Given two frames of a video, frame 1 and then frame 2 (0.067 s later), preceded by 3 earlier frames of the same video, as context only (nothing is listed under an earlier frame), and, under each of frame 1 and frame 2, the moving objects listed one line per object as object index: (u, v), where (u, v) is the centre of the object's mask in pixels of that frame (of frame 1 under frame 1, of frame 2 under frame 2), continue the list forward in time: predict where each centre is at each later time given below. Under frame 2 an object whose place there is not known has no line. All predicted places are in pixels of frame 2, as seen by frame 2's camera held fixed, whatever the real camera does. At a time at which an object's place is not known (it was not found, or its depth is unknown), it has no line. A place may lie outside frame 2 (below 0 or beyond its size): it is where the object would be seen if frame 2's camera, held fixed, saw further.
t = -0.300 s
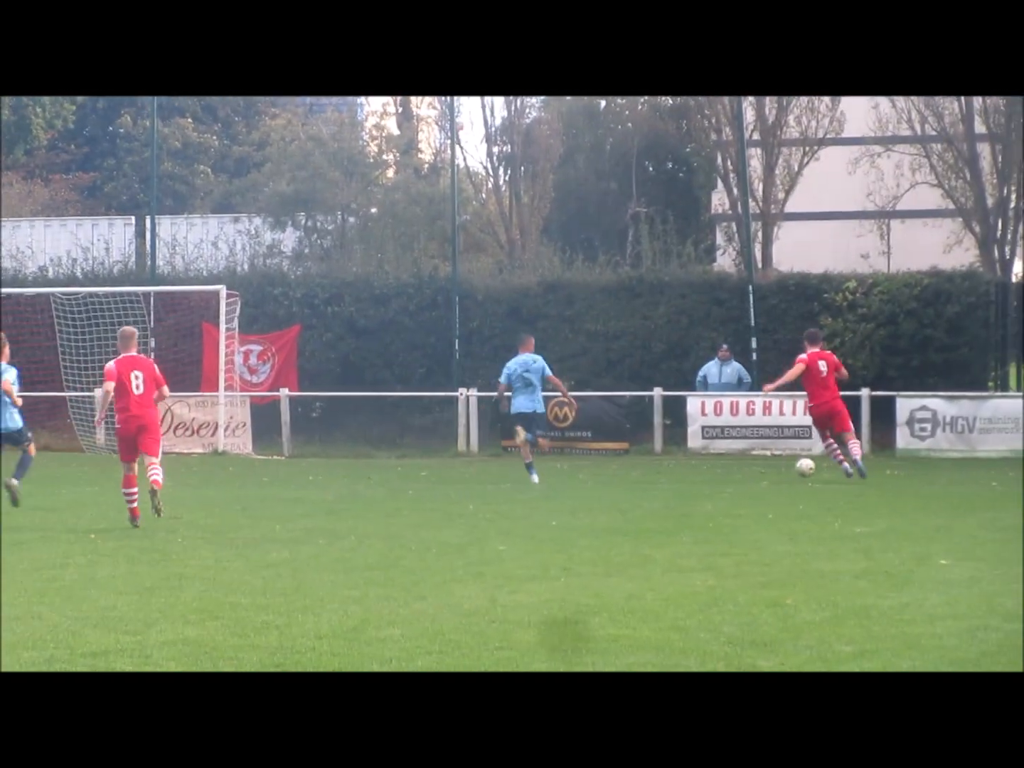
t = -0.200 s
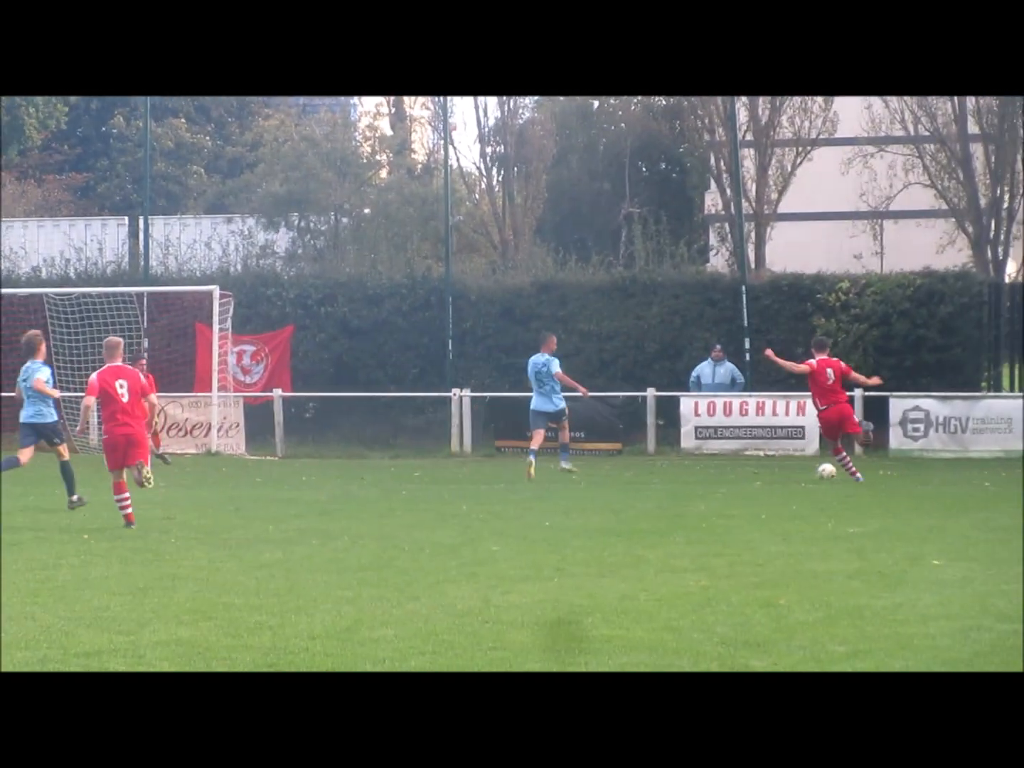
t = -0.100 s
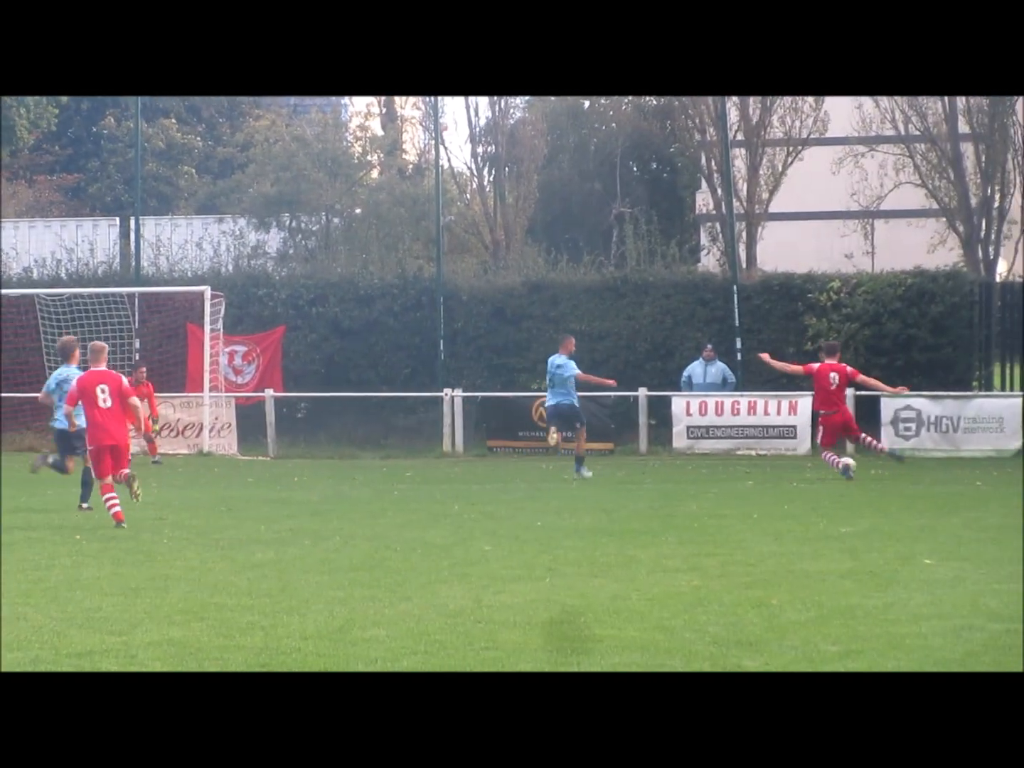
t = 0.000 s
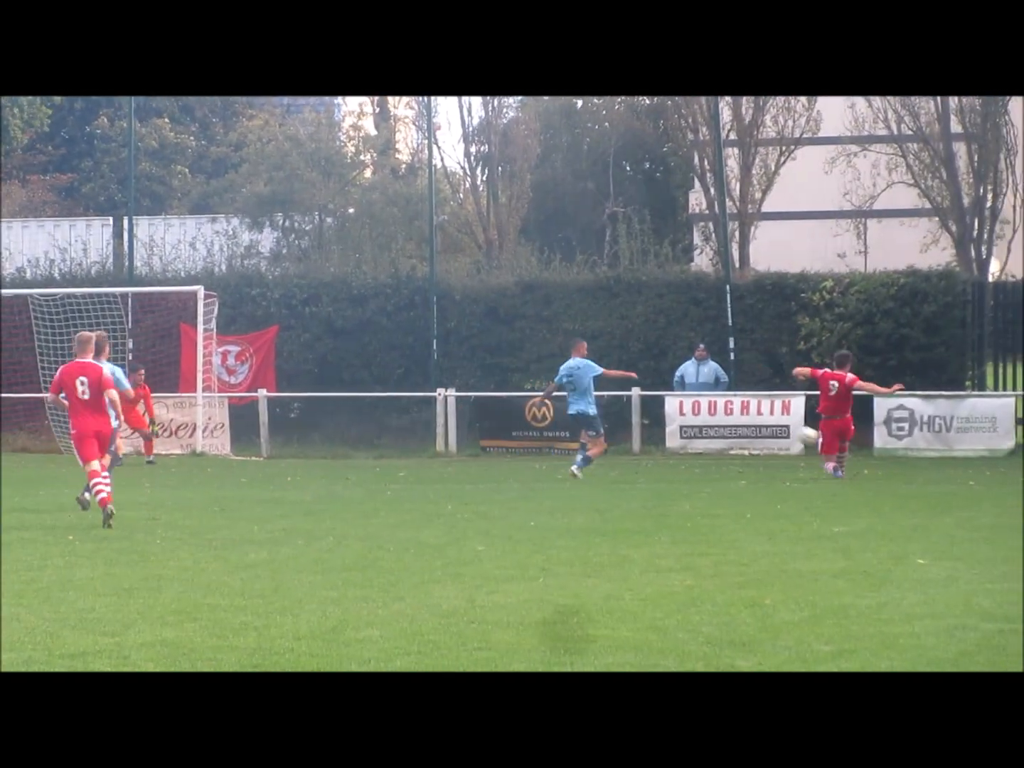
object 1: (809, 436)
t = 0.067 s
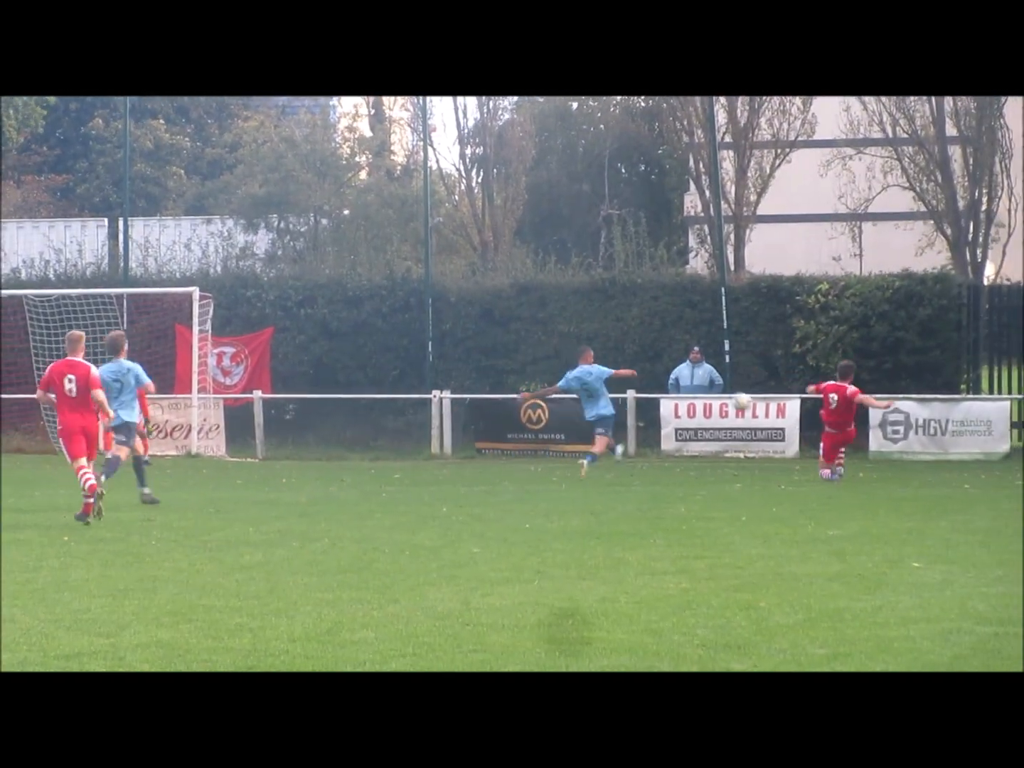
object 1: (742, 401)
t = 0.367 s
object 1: (494, 279)
